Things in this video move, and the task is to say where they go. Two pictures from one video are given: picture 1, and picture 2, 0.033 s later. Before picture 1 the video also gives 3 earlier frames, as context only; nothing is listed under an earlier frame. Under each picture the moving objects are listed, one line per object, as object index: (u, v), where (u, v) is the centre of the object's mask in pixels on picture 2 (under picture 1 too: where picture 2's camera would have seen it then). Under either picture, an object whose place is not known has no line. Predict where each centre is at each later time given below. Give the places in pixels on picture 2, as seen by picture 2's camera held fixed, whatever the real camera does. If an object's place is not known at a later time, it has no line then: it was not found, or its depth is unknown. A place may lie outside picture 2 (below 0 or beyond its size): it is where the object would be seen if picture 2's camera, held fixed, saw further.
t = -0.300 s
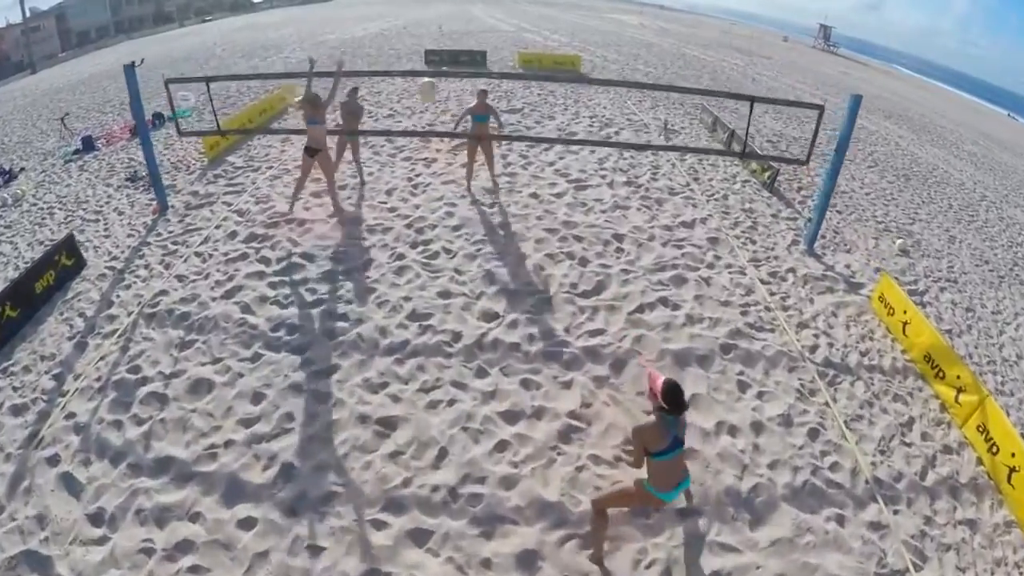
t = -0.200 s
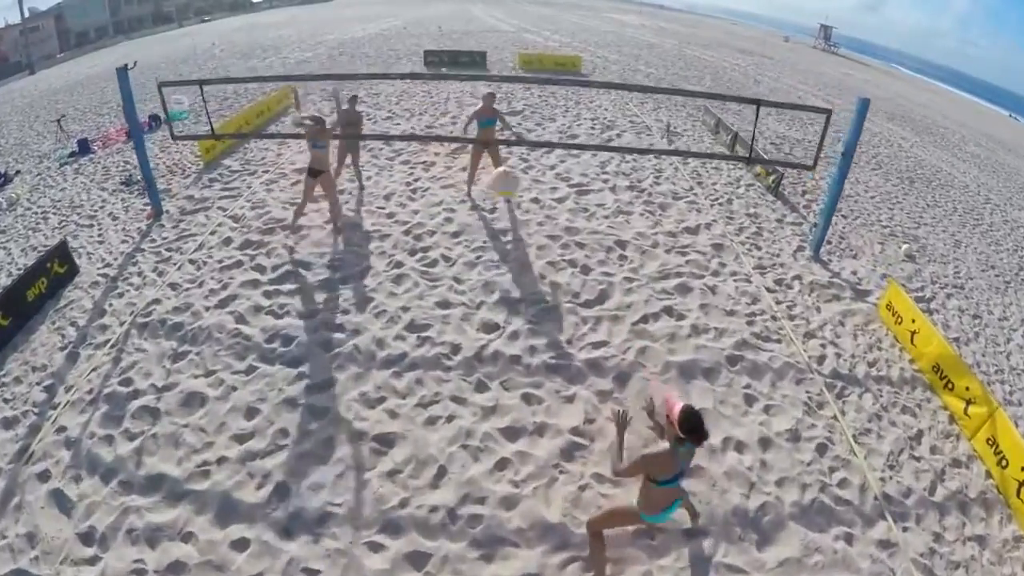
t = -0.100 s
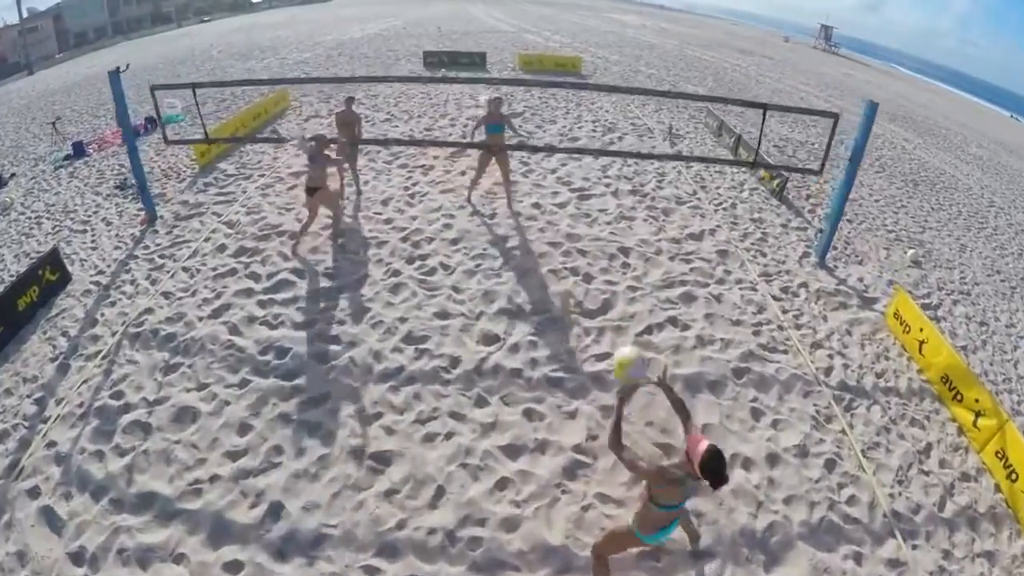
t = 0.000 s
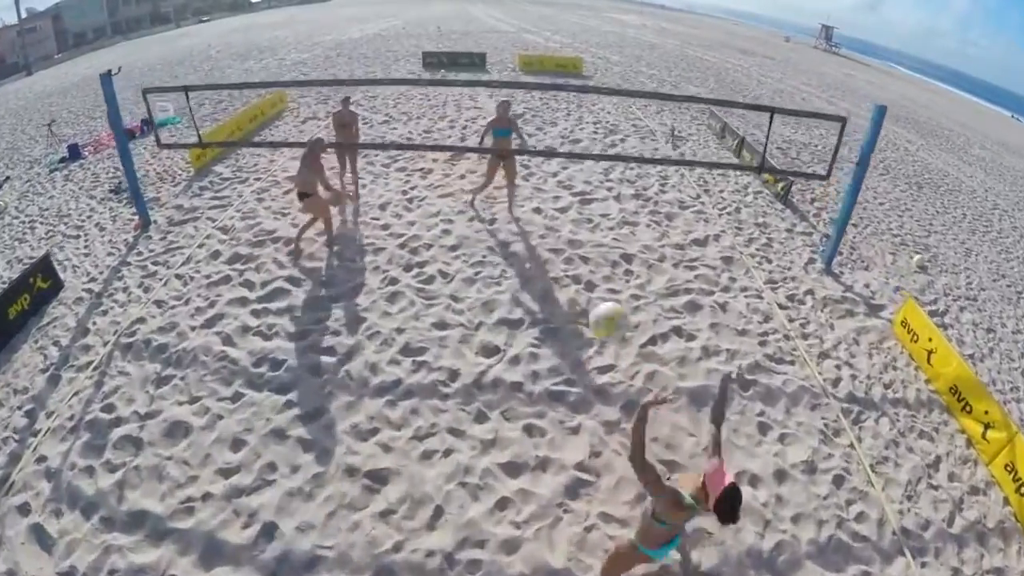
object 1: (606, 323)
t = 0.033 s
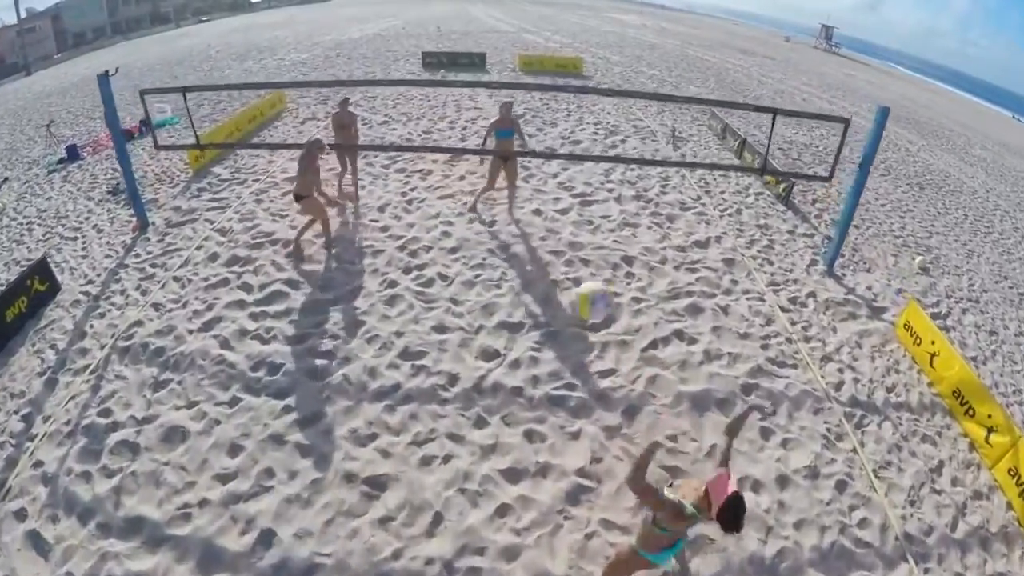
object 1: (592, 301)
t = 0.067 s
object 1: (576, 278)
